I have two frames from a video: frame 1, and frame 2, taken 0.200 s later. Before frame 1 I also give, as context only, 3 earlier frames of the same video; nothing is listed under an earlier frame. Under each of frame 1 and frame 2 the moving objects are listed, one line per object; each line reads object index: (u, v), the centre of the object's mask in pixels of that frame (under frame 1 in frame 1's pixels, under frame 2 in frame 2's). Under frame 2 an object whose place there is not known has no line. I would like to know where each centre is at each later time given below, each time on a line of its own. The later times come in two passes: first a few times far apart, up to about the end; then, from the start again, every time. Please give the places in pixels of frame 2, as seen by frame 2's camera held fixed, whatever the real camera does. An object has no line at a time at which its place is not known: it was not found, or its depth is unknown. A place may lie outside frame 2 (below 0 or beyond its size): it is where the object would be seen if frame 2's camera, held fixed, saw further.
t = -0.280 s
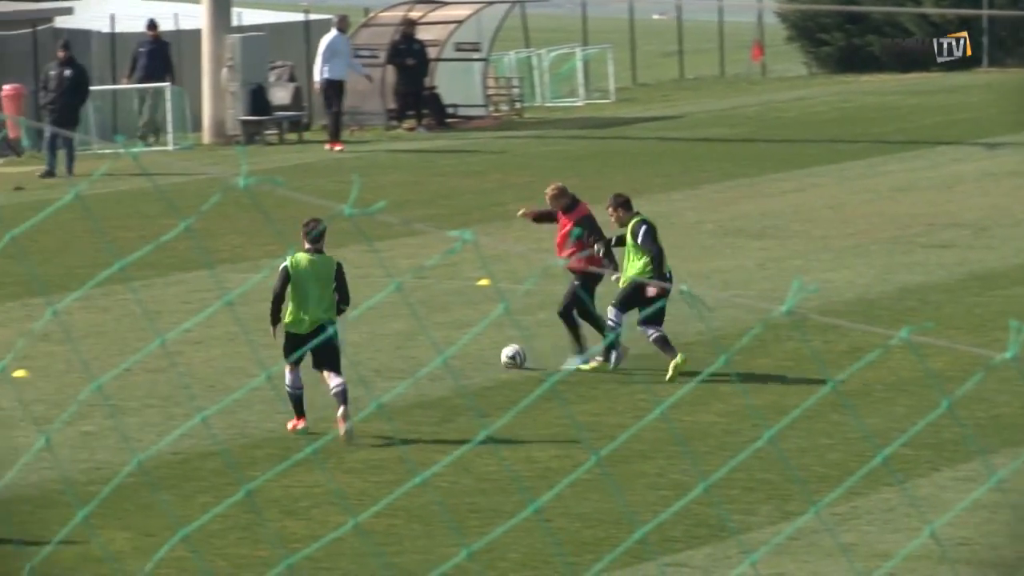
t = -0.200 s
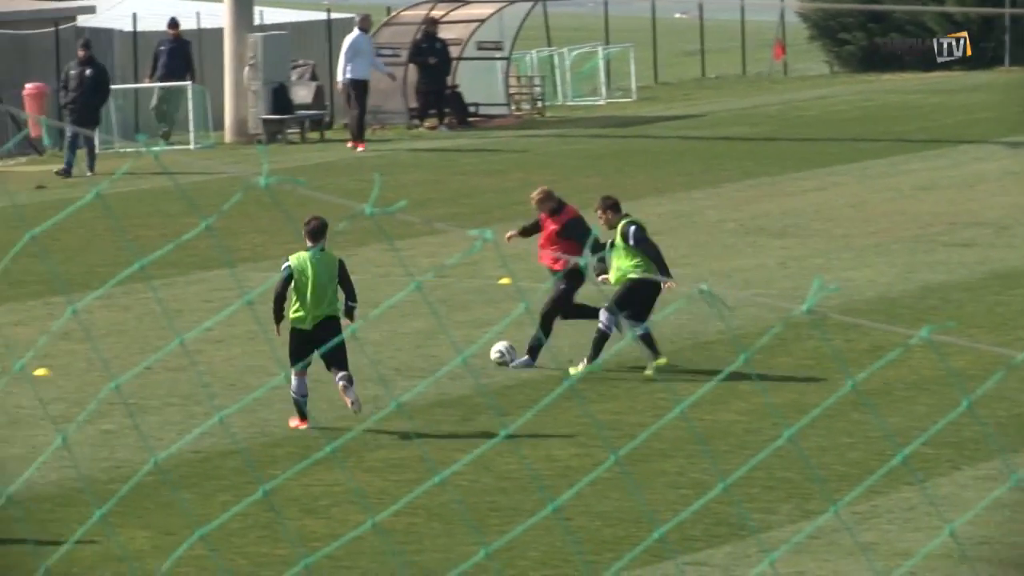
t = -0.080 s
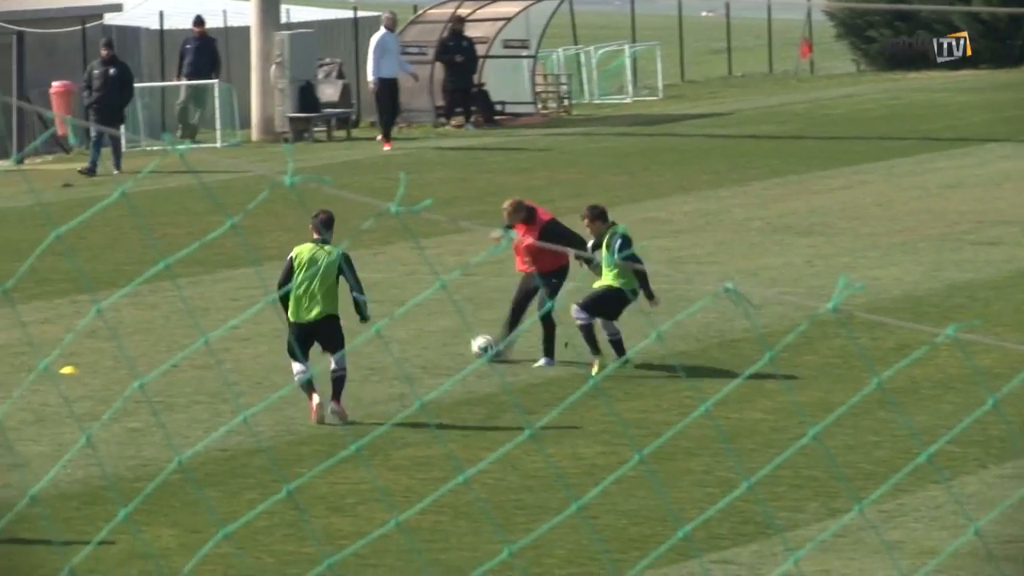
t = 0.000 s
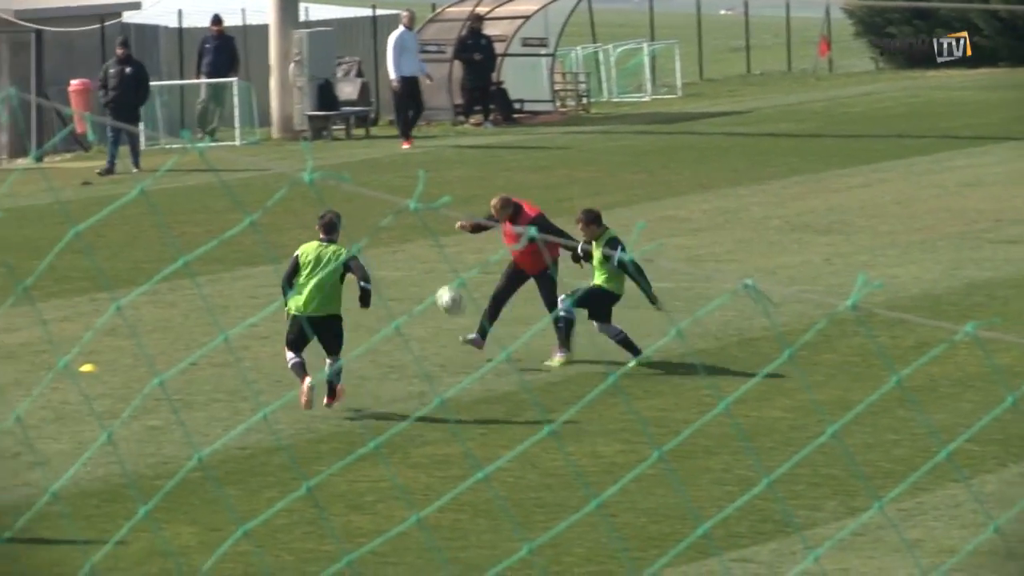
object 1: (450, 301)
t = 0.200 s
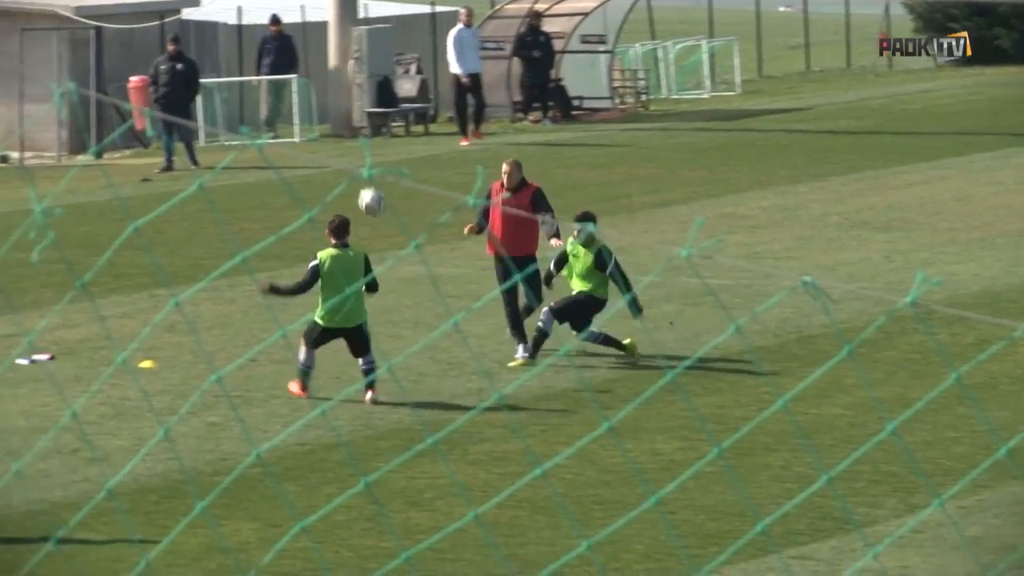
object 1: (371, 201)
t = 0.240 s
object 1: (344, 186)
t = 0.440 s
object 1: (203, 133)
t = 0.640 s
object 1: (74, 118)
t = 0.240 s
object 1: (344, 186)
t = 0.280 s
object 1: (316, 172)
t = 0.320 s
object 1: (288, 159)
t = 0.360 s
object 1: (260, 149)
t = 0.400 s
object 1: (233, 139)
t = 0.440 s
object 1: (203, 133)
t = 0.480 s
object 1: (177, 127)
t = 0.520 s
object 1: (150, 124)
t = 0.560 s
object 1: (125, 116)
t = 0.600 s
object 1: (100, 116)
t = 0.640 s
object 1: (74, 118)
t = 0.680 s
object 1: (45, 121)
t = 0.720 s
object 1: (17, 125)
